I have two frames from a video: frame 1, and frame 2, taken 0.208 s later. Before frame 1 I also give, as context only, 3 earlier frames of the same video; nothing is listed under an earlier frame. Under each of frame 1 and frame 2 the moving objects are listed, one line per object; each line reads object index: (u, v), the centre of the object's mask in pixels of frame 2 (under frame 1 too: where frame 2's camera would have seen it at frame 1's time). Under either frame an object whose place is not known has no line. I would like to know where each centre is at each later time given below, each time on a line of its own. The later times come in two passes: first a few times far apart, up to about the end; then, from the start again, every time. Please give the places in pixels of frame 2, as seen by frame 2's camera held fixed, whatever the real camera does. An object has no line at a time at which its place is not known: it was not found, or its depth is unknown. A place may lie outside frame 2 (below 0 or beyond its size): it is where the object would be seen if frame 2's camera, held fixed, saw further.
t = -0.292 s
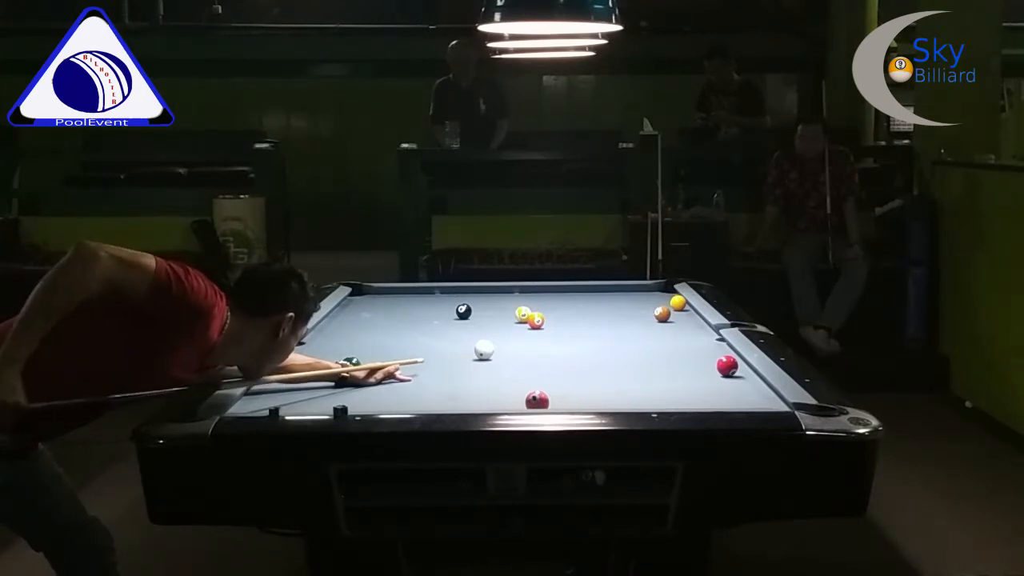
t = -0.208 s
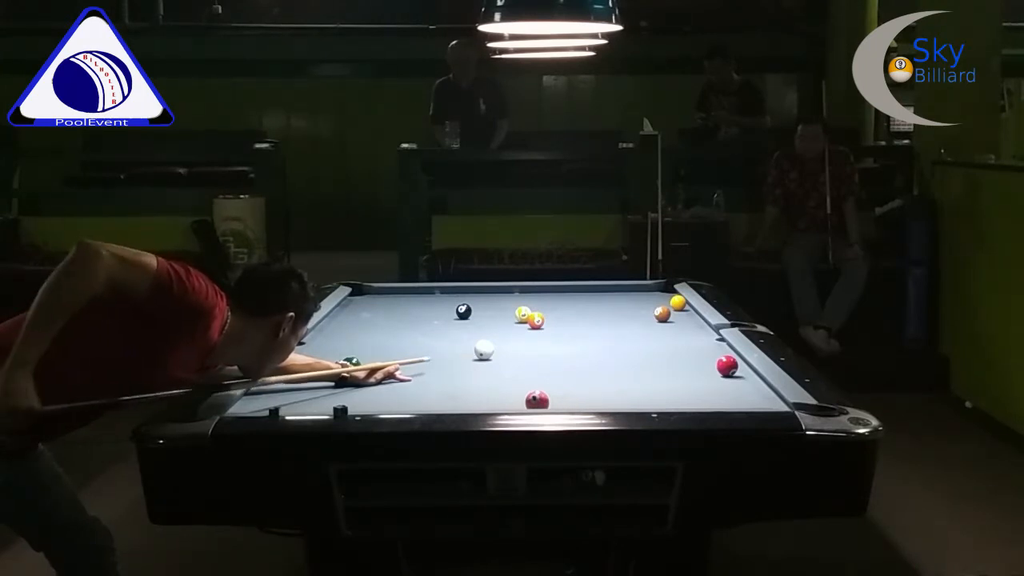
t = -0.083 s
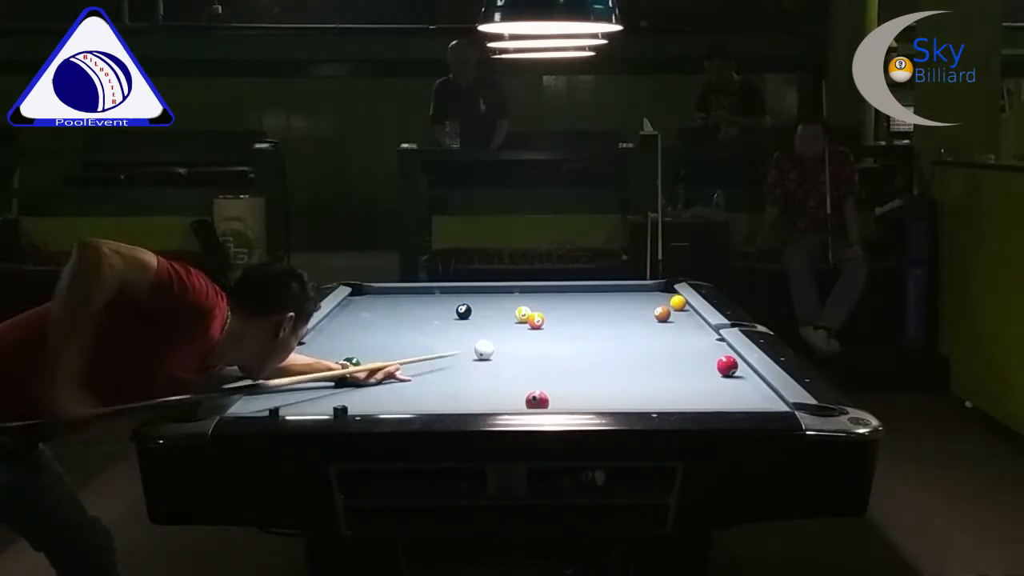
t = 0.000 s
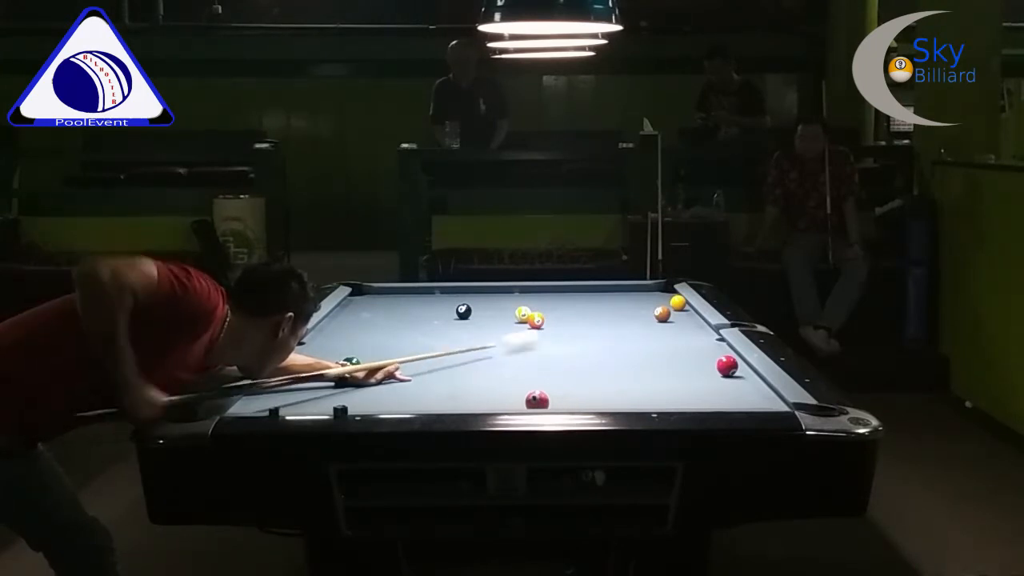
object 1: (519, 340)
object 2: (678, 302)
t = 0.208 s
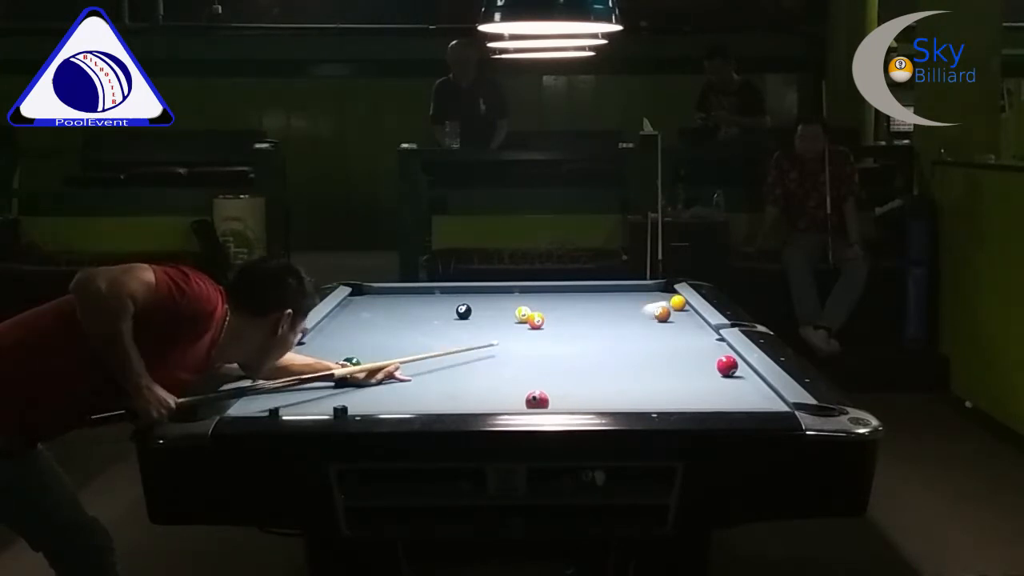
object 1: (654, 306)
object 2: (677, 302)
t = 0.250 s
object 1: (678, 304)
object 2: (677, 296)
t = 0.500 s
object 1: (588, 300)
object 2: (654, 286)
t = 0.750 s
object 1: (510, 295)
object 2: (668, 293)
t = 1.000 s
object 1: (440, 290)
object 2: (665, 298)
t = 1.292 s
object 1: (366, 290)
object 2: (660, 303)
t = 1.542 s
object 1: (382, 294)
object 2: (653, 310)
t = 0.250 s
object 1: (678, 304)
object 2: (677, 296)
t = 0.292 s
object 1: (669, 302)
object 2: (672, 294)
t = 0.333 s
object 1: (650, 302)
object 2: (667, 295)
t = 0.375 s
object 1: (634, 302)
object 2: (661, 292)
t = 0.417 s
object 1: (618, 301)
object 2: (657, 289)
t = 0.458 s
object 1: (603, 301)
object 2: (653, 287)
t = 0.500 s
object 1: (588, 300)
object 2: (654, 286)
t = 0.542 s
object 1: (574, 299)
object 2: (658, 287)
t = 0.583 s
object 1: (561, 298)
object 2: (663, 289)
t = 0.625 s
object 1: (548, 297)
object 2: (667, 290)
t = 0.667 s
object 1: (535, 297)
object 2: (669, 291)
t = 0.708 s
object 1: (522, 296)
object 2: (668, 292)
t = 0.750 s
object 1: (510, 295)
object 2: (668, 293)
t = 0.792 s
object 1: (498, 294)
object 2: (667, 294)
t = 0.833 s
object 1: (486, 293)
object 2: (667, 295)
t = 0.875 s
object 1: (475, 292)
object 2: (666, 296)
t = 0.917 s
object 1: (463, 291)
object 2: (665, 297)
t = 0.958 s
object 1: (451, 290)
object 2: (665, 297)
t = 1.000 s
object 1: (440, 290)
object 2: (665, 298)
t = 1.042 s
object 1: (429, 289)
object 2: (664, 299)
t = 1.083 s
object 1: (418, 288)
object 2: (663, 300)
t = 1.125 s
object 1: (407, 288)
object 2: (663, 300)
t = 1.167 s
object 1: (397, 289)
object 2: (662, 301)
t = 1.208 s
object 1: (387, 289)
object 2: (661, 302)
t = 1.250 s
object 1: (376, 290)
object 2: (661, 302)
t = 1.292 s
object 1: (366, 290)
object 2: (660, 303)
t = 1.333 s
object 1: (359, 291)
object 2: (659, 303)
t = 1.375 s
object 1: (365, 291)
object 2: (658, 304)
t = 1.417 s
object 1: (370, 292)
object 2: (656, 305)
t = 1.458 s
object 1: (374, 293)
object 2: (655, 307)
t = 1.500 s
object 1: (378, 293)
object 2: (654, 308)
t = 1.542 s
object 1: (382, 294)
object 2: (653, 310)
